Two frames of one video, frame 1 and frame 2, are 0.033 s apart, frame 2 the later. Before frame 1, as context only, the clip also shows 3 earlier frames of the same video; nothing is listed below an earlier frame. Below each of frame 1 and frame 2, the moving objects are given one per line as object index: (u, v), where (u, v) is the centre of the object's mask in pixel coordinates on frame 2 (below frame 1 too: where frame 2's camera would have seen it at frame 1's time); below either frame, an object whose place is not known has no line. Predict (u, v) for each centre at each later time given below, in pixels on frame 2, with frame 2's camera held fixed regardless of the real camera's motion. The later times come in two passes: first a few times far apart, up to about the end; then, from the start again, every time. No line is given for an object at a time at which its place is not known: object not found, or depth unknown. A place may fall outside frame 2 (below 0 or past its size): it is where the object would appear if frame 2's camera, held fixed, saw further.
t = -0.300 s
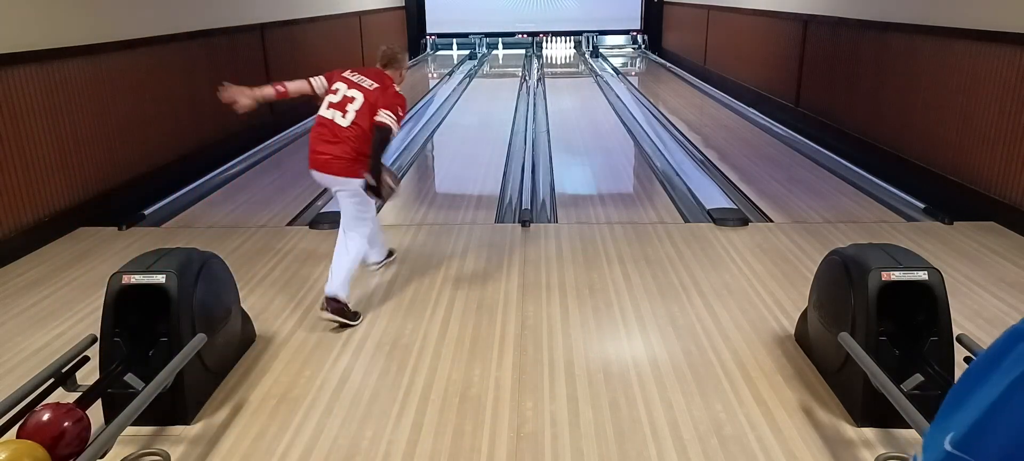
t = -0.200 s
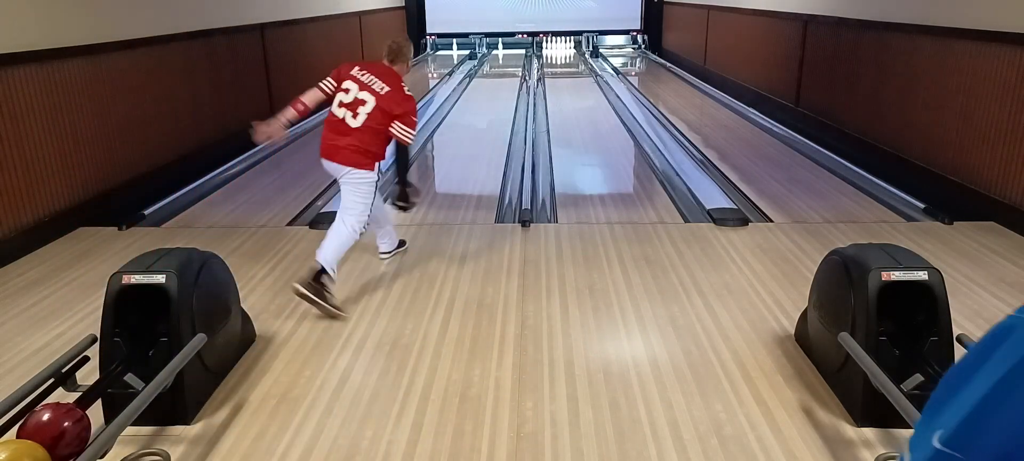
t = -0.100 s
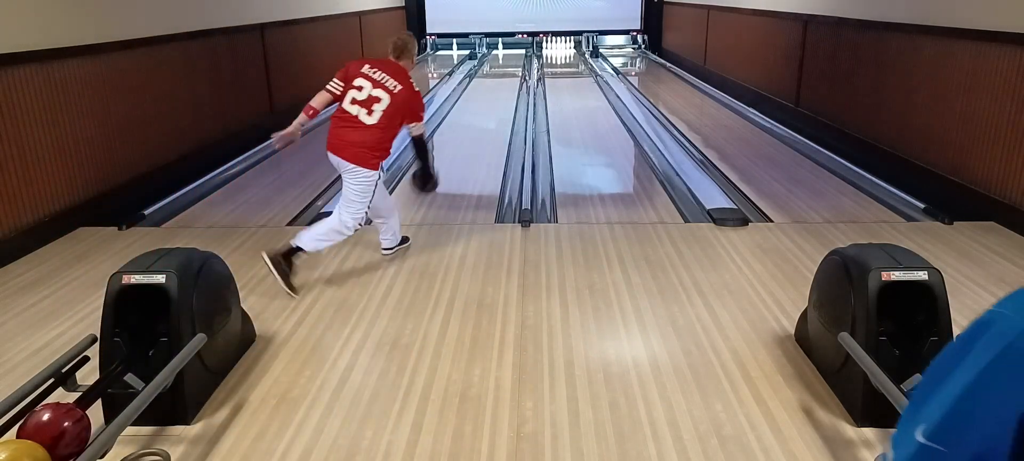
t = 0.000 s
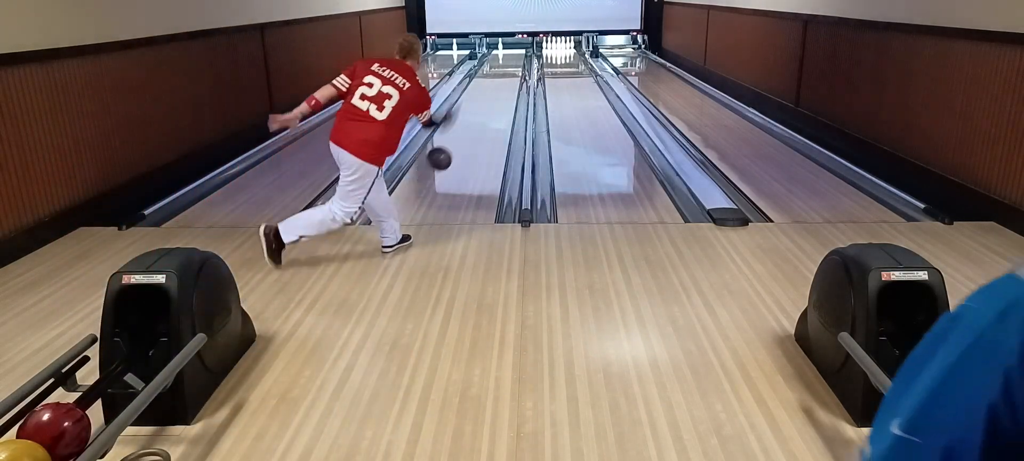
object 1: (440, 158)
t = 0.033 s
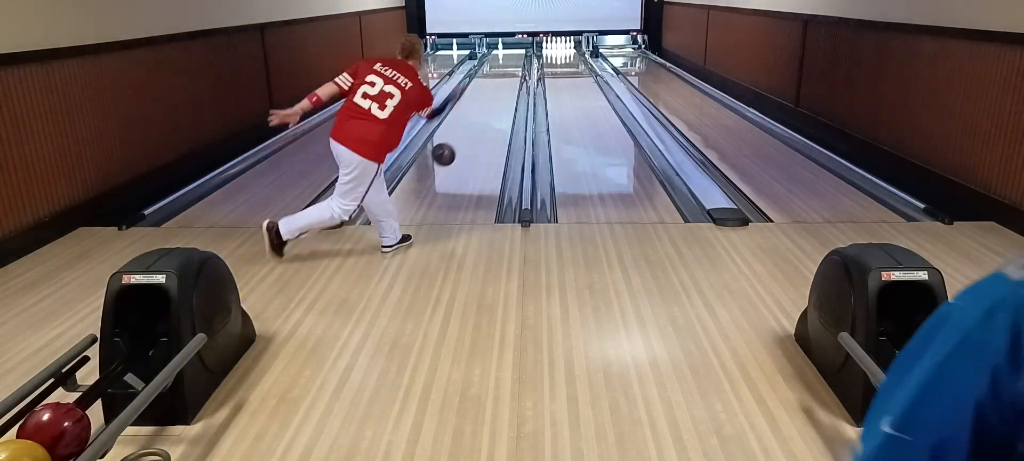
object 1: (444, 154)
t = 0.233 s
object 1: (464, 154)
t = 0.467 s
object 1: (479, 134)
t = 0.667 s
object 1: (488, 116)
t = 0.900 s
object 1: (495, 100)
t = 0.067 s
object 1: (447, 151)
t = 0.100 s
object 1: (451, 150)
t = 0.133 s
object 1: (454, 150)
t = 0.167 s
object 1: (458, 150)
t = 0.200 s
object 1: (461, 152)
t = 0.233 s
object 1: (464, 154)
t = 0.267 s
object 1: (467, 157)
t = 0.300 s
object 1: (469, 151)
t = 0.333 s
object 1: (471, 147)
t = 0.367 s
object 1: (473, 143)
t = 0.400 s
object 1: (475, 141)
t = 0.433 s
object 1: (477, 137)
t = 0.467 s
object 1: (479, 134)
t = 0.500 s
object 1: (481, 130)
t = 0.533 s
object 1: (482, 127)
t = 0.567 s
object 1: (484, 124)
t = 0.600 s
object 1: (485, 121)
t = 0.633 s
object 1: (486, 118)
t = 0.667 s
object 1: (488, 116)
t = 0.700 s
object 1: (489, 113)
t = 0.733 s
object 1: (490, 111)
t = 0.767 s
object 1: (491, 109)
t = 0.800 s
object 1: (492, 106)
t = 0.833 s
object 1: (493, 104)
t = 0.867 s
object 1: (494, 102)
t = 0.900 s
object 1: (495, 100)
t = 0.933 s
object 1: (496, 98)
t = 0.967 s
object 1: (497, 96)
